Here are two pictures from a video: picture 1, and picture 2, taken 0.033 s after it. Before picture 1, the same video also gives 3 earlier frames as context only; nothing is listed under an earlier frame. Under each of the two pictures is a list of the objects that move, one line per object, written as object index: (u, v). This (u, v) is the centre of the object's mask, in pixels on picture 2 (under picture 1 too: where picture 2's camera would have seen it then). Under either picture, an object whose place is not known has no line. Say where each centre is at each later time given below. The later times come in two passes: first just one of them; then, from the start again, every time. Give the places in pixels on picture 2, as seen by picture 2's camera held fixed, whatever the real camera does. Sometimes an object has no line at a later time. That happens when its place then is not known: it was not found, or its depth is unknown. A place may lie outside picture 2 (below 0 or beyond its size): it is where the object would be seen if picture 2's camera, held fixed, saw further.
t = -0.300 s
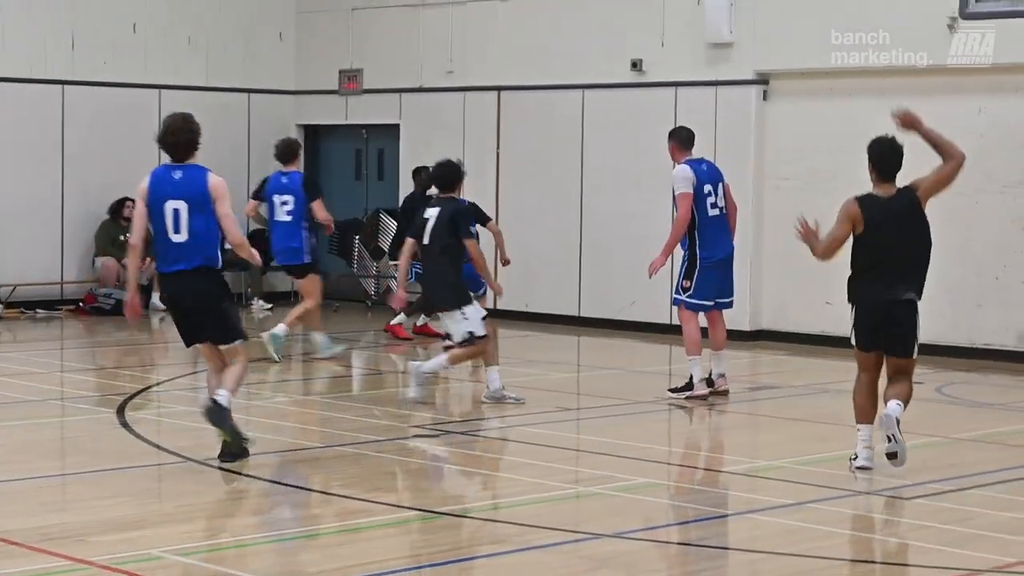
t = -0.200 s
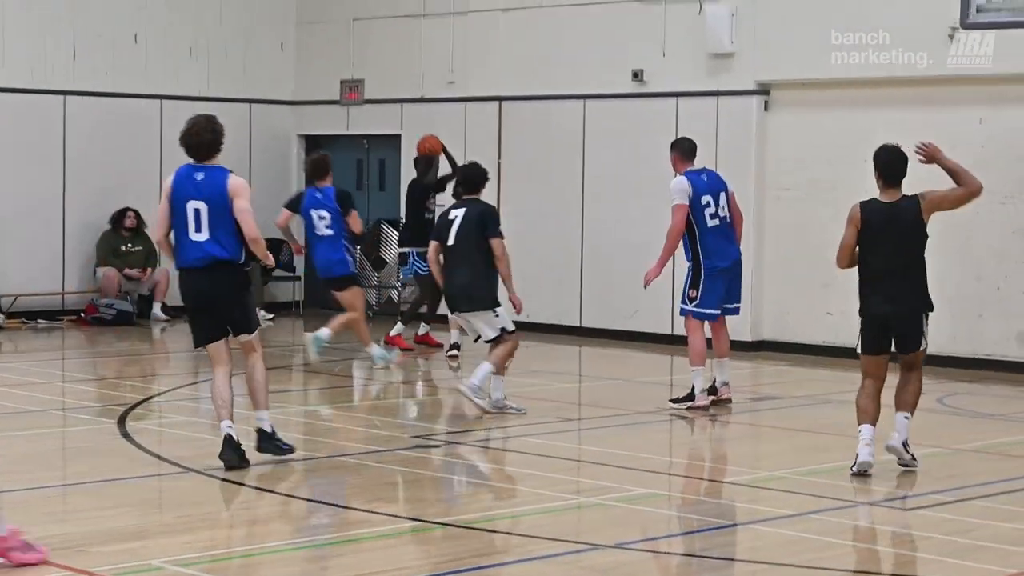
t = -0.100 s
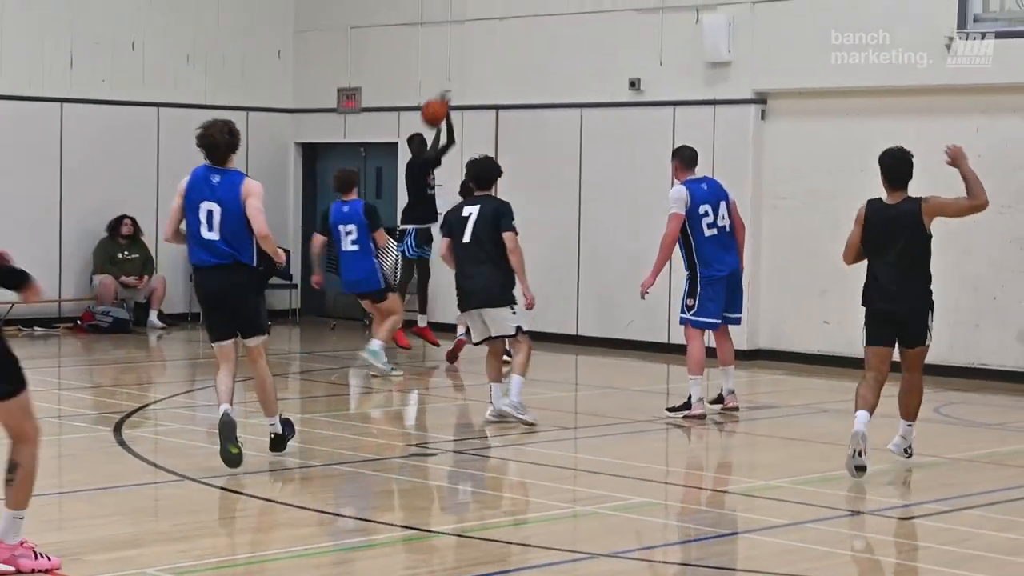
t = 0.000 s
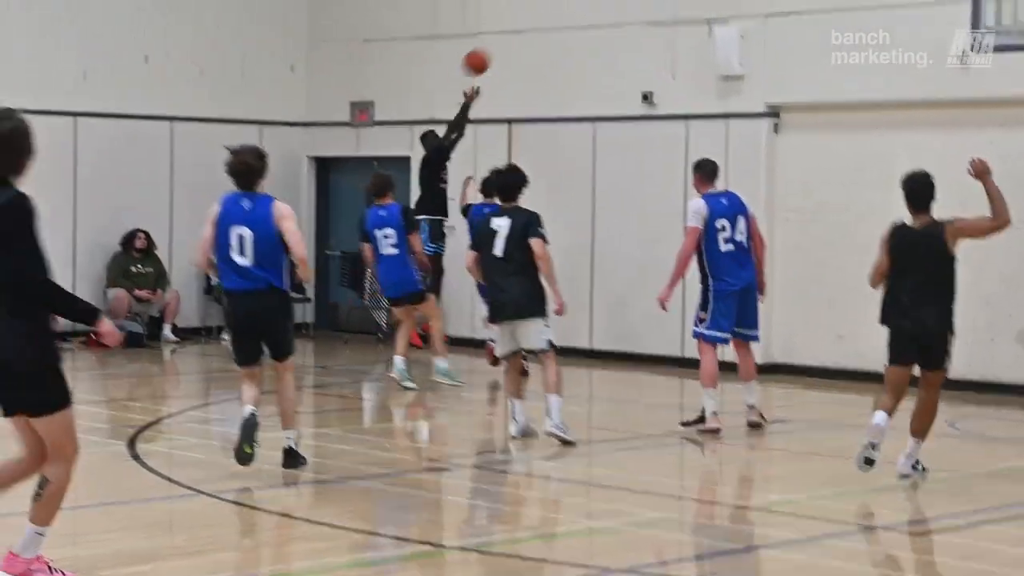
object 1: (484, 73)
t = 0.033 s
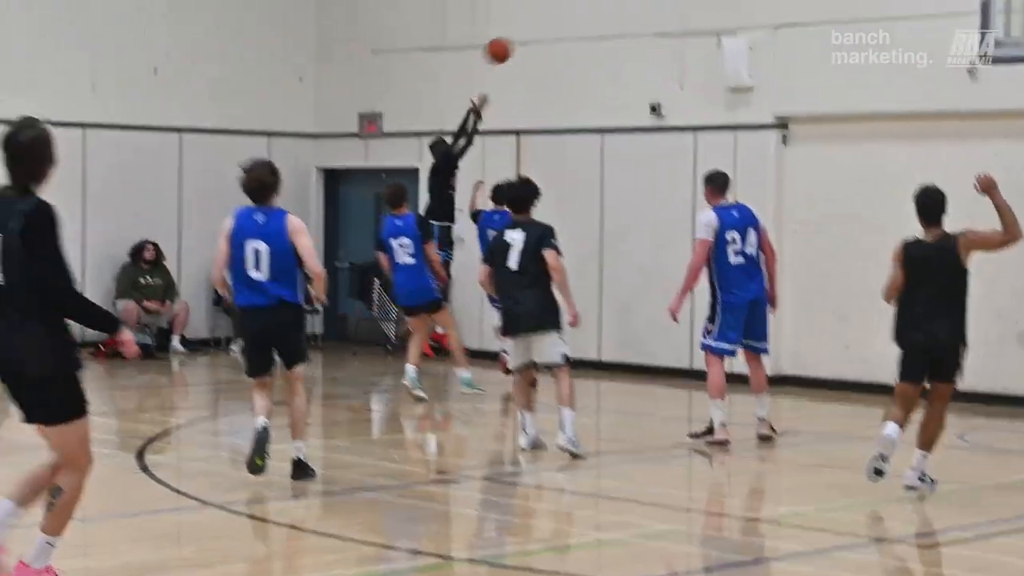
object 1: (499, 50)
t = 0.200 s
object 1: (572, -51)
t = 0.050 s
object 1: (506, 39)
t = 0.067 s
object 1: (513, 28)
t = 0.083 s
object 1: (520, 17)
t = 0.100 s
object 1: (528, 6)
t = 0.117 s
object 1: (535, -4)
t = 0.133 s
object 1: (542, -14)
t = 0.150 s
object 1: (549, -24)
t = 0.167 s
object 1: (557, -33)
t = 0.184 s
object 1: (565, -43)
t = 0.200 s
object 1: (572, -51)
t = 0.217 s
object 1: (579, -59)
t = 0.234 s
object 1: (586, -68)
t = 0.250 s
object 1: (594, -78)
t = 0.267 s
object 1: (601, -86)
